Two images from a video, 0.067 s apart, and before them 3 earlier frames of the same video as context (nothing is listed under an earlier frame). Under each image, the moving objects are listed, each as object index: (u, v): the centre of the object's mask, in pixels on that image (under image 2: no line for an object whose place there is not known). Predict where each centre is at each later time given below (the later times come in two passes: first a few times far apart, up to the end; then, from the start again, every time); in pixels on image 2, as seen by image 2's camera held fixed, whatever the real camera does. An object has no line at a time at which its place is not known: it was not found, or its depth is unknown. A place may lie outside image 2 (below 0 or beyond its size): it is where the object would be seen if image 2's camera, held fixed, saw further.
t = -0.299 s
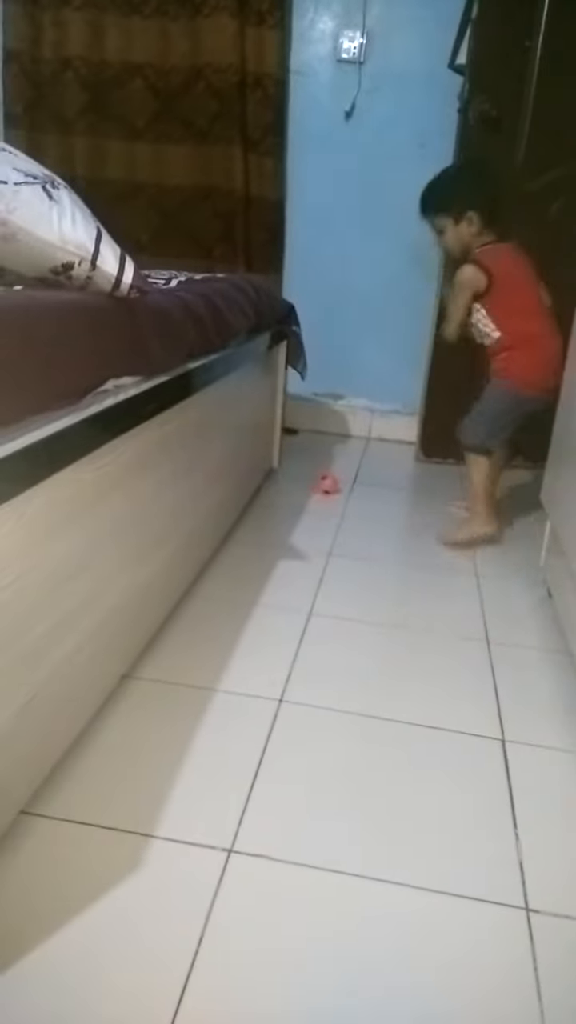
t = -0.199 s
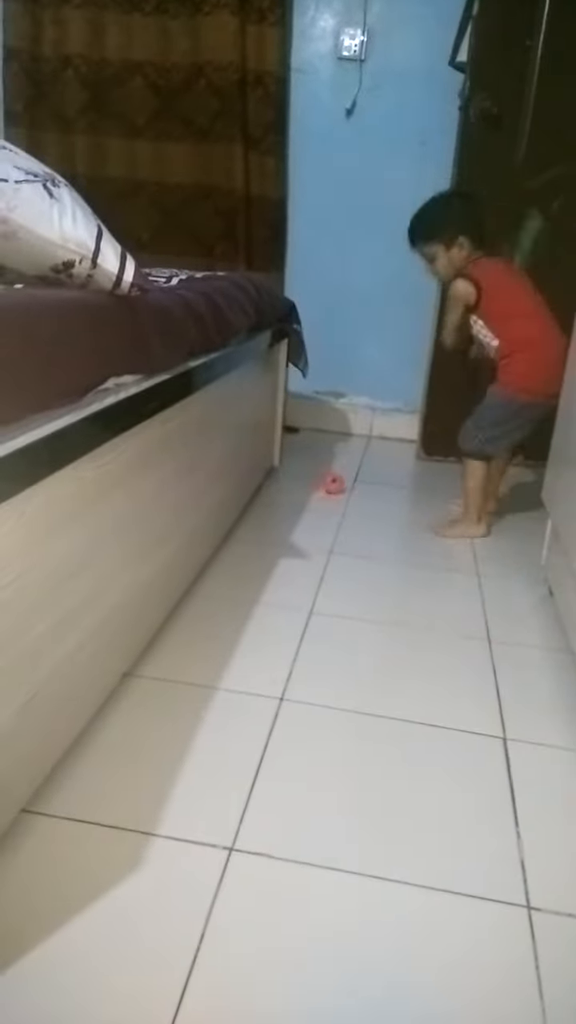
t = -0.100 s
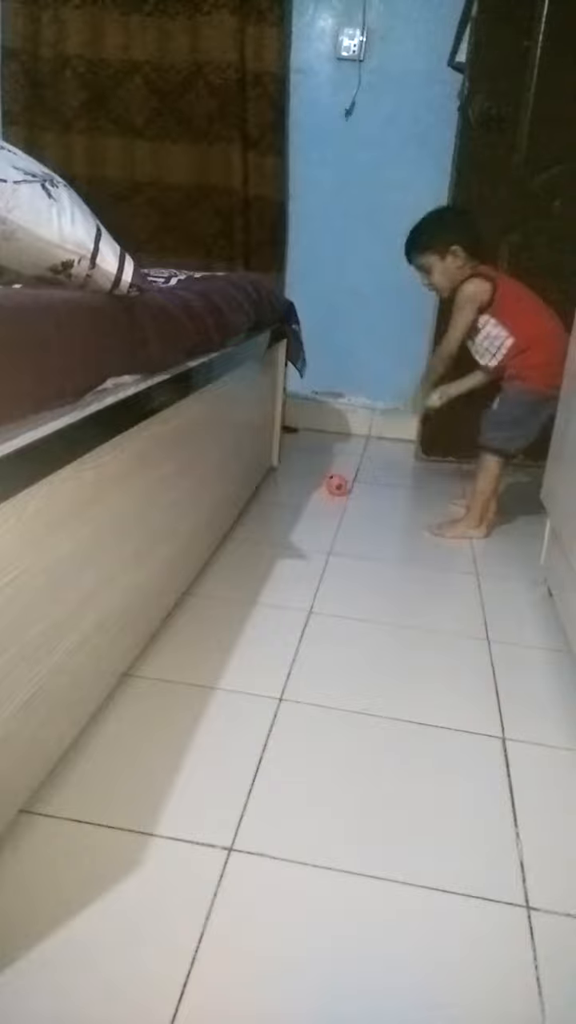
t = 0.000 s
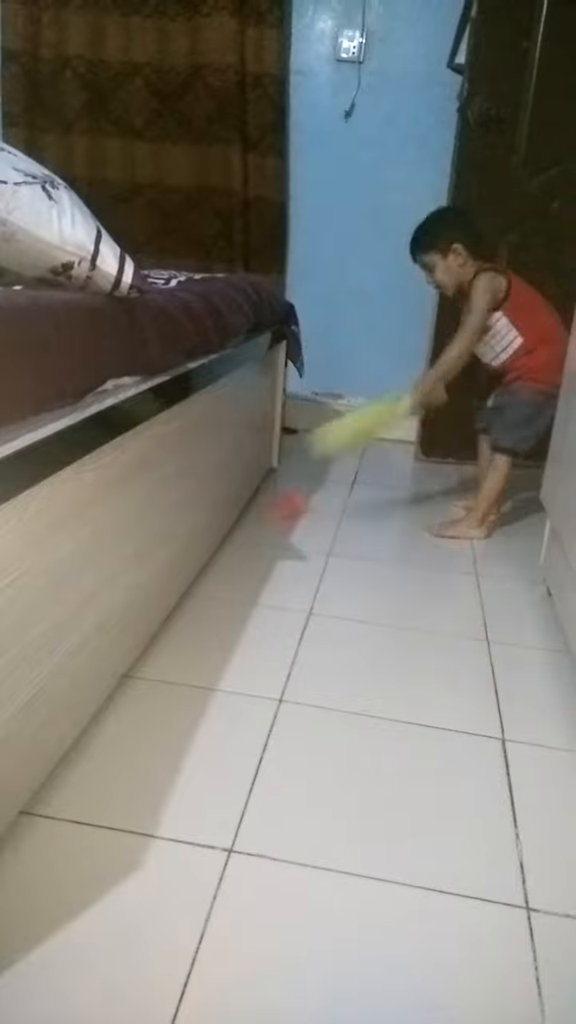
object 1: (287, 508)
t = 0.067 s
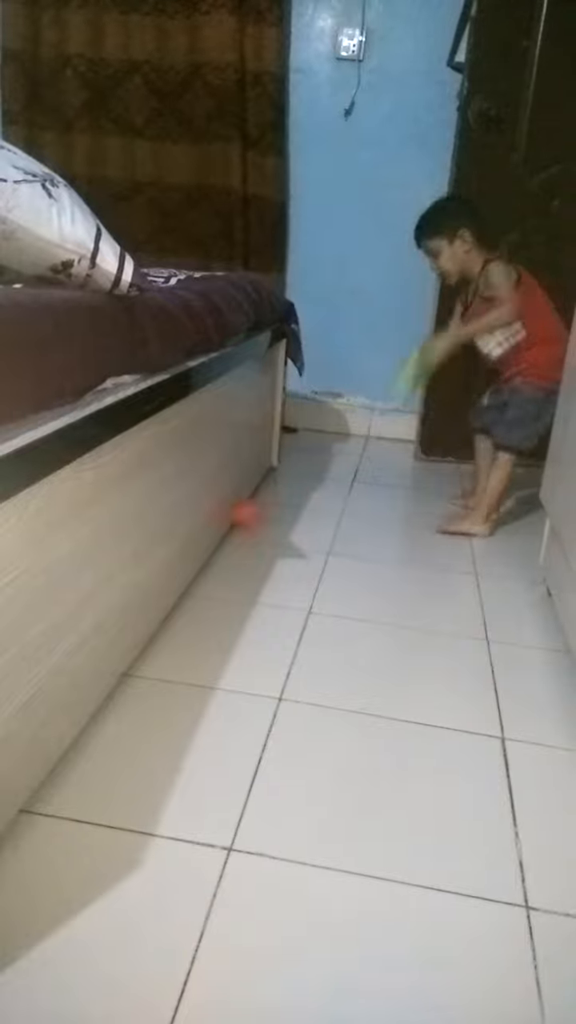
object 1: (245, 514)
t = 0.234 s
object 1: (301, 571)
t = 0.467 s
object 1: (341, 636)
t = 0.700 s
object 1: (380, 719)
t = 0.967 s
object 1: (430, 859)
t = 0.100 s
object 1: (253, 514)
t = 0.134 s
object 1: (266, 523)
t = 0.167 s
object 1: (278, 538)
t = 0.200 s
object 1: (290, 555)
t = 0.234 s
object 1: (301, 571)
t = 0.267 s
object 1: (306, 576)
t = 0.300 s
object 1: (311, 584)
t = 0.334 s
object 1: (316, 597)
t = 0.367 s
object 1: (322, 609)
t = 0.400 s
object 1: (329, 615)
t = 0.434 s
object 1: (335, 622)
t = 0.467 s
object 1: (341, 636)
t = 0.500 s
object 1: (346, 653)
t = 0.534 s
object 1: (353, 658)
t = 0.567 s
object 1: (359, 665)
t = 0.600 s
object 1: (364, 678)
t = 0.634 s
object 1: (368, 699)
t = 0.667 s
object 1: (373, 713)
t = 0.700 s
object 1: (380, 719)
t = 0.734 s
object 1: (386, 728)
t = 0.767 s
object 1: (391, 744)
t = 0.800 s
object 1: (396, 770)
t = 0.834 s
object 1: (402, 787)
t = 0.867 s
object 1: (411, 797)
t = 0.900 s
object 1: (417, 813)
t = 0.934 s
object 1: (423, 835)
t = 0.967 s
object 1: (430, 859)
